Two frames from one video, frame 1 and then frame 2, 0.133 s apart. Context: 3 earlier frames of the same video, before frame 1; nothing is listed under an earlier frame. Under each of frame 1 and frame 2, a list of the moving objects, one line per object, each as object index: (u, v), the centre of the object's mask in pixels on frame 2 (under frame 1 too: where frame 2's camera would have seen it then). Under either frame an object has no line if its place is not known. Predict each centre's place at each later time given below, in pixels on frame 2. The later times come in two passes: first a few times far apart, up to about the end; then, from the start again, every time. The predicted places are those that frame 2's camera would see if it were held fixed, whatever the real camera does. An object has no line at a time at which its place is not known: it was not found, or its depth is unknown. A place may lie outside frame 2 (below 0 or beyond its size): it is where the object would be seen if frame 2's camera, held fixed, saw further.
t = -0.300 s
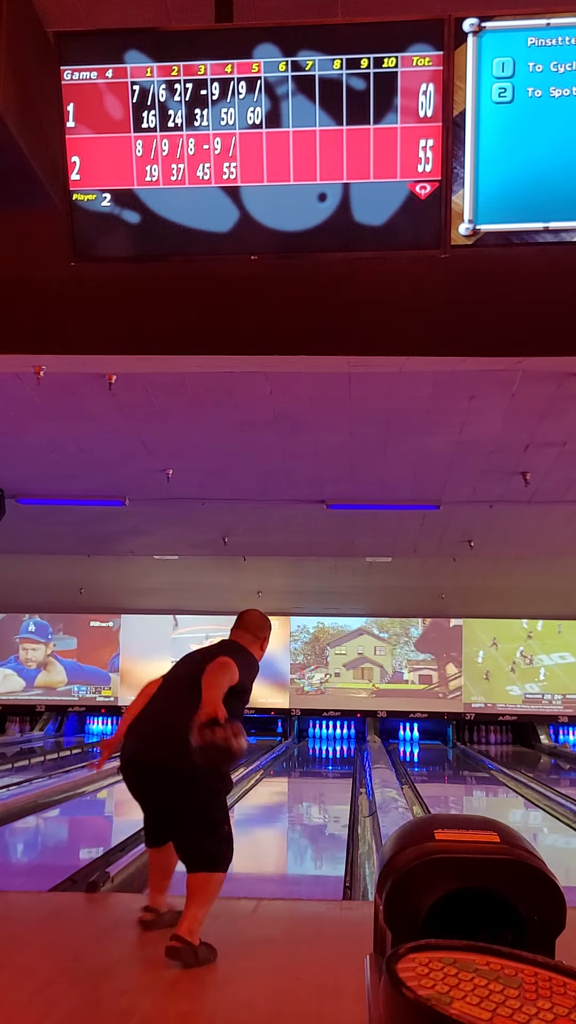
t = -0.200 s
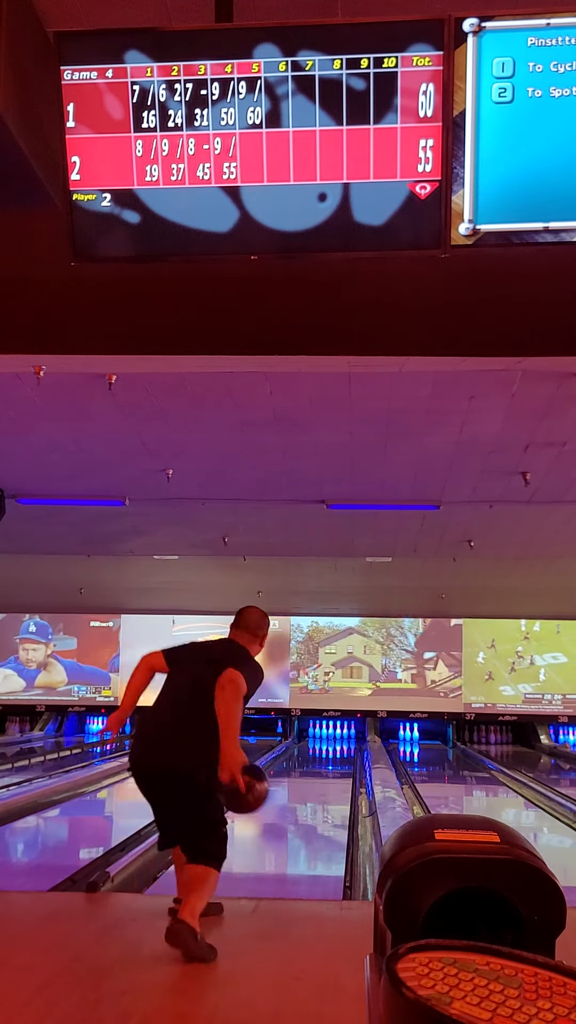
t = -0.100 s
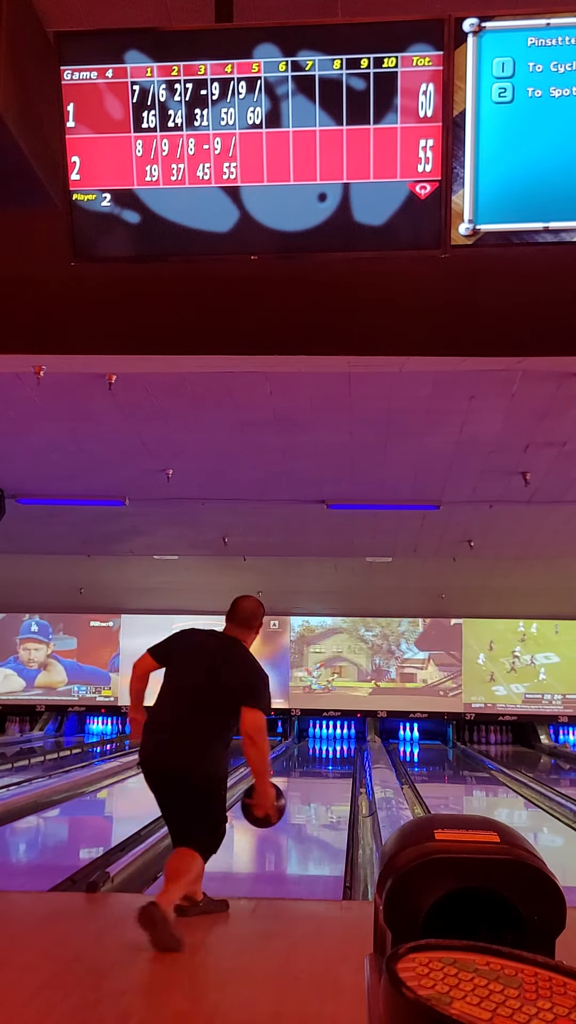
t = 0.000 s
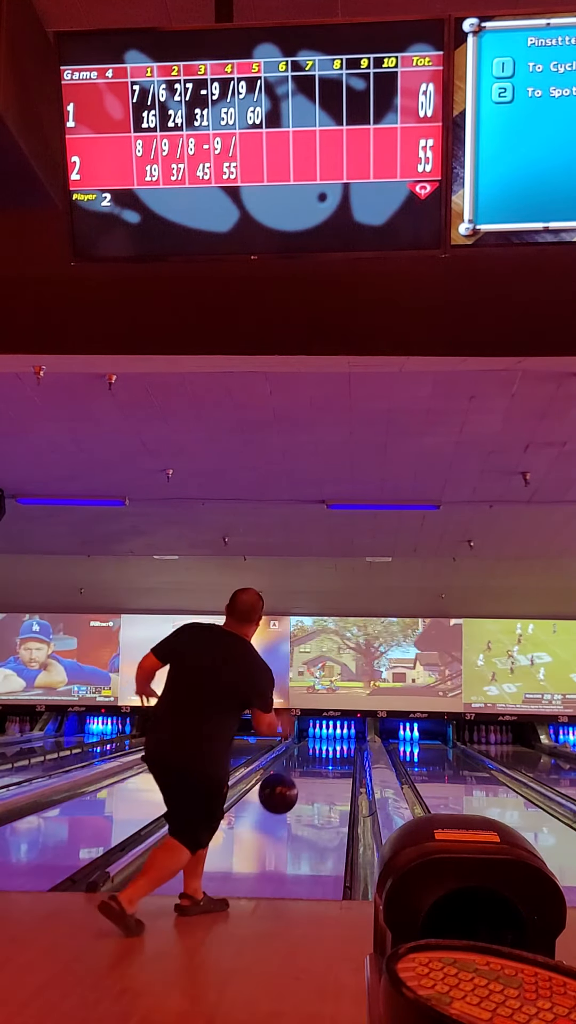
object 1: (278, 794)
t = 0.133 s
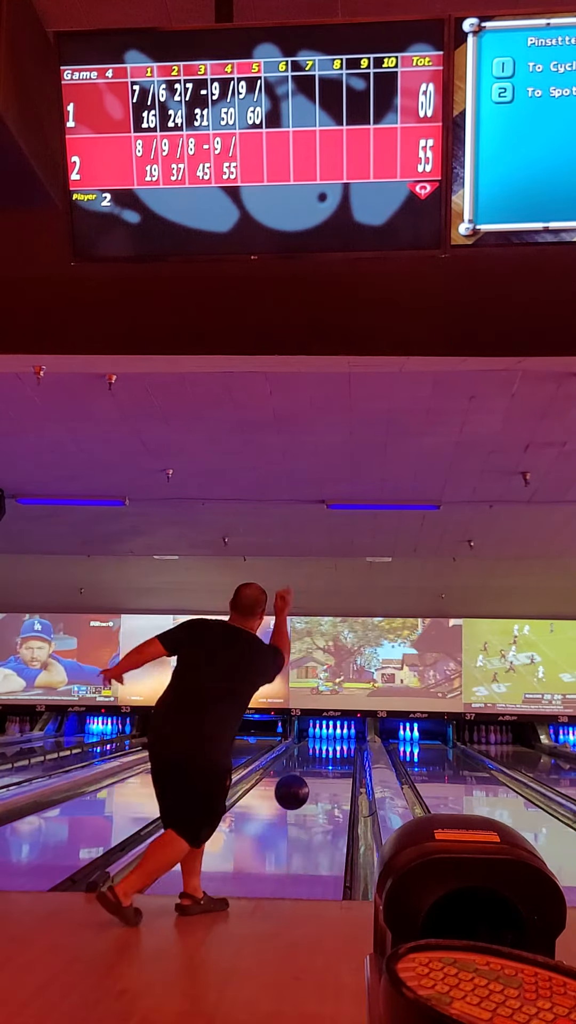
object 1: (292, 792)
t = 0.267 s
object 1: (302, 817)
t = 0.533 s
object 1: (316, 804)
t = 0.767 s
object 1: (325, 788)
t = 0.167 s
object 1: (294, 796)
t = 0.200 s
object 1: (297, 801)
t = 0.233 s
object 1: (299, 808)
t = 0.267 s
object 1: (302, 817)
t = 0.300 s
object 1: (304, 826)
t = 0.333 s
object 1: (306, 820)
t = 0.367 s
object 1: (308, 814)
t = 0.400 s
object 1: (310, 809)
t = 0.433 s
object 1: (312, 807)
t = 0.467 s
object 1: (313, 805)
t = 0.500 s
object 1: (315, 805)
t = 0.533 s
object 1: (316, 804)
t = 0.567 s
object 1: (318, 801)
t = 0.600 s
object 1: (319, 799)
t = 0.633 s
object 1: (320, 796)
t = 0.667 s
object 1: (321, 794)
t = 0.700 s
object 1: (323, 792)
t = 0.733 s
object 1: (324, 790)
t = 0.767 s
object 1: (325, 788)
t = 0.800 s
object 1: (326, 786)
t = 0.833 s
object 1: (326, 784)
